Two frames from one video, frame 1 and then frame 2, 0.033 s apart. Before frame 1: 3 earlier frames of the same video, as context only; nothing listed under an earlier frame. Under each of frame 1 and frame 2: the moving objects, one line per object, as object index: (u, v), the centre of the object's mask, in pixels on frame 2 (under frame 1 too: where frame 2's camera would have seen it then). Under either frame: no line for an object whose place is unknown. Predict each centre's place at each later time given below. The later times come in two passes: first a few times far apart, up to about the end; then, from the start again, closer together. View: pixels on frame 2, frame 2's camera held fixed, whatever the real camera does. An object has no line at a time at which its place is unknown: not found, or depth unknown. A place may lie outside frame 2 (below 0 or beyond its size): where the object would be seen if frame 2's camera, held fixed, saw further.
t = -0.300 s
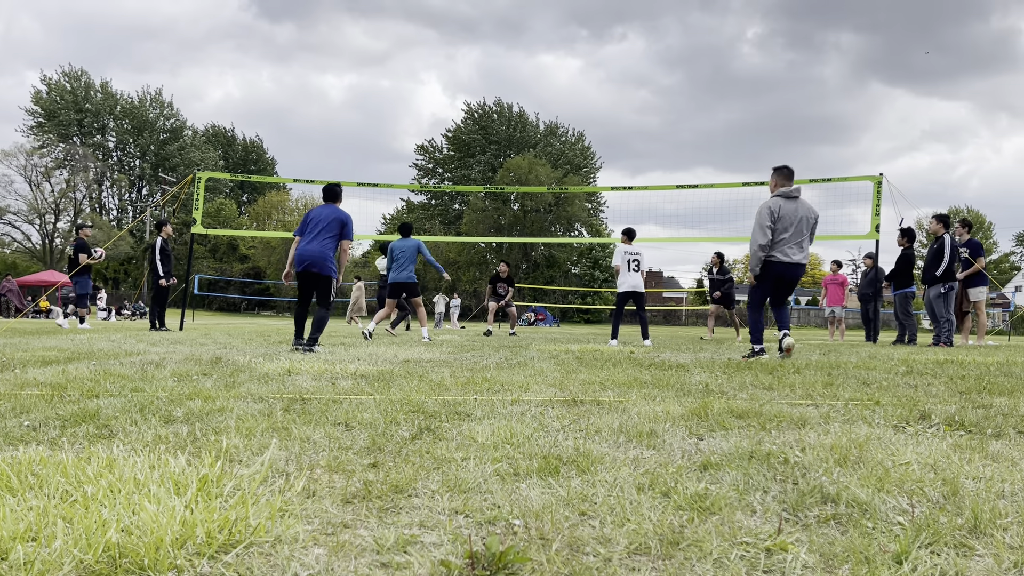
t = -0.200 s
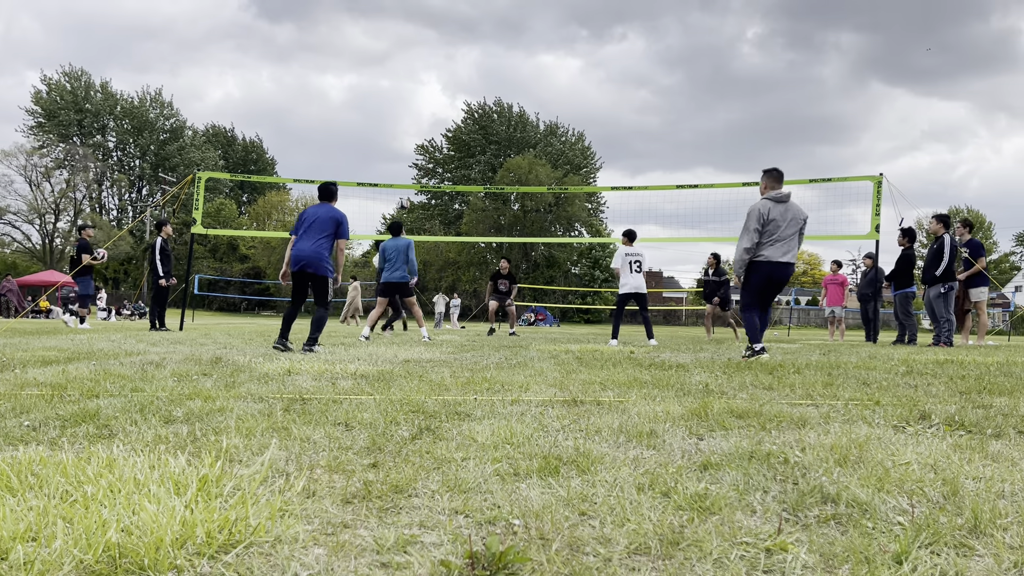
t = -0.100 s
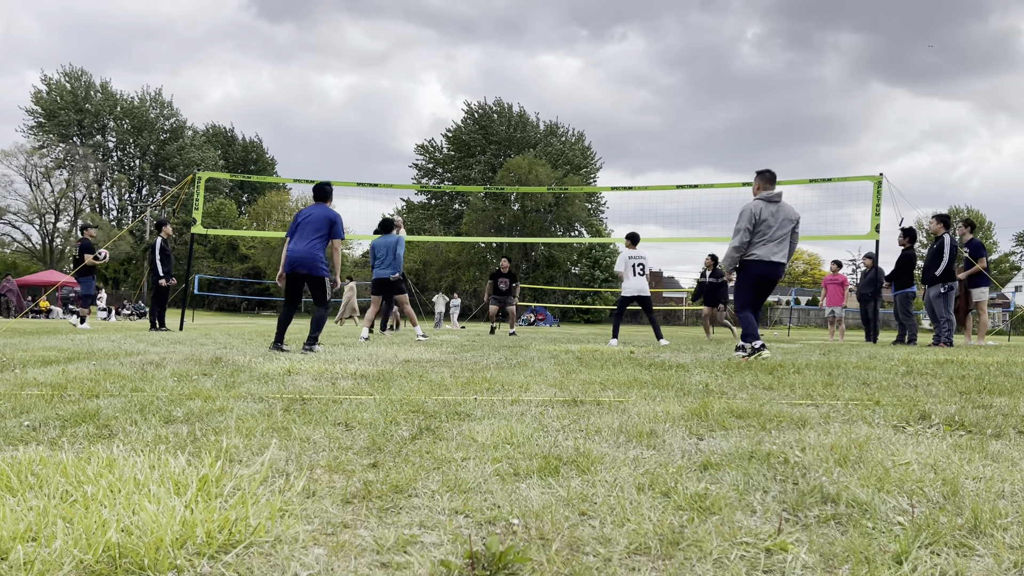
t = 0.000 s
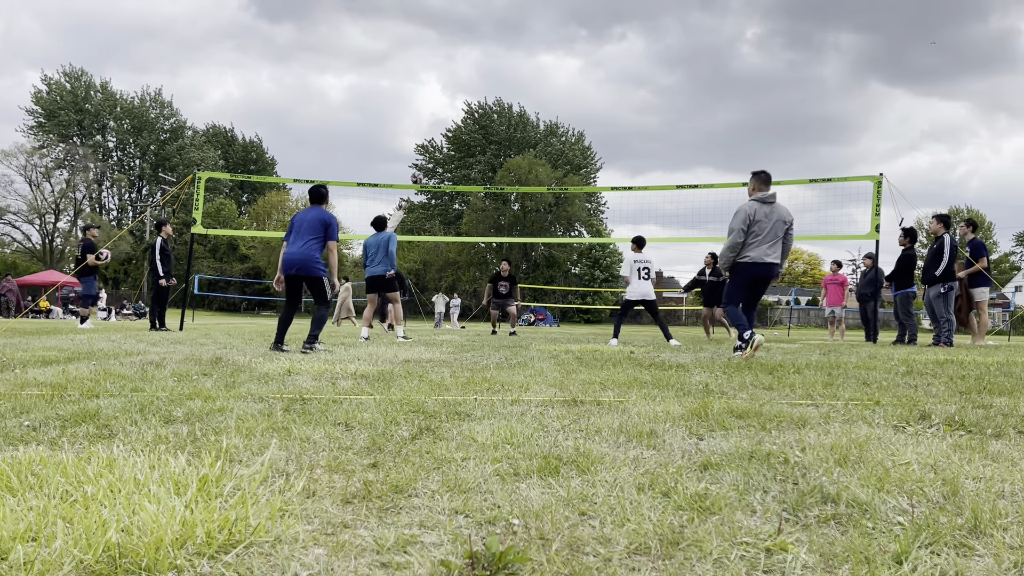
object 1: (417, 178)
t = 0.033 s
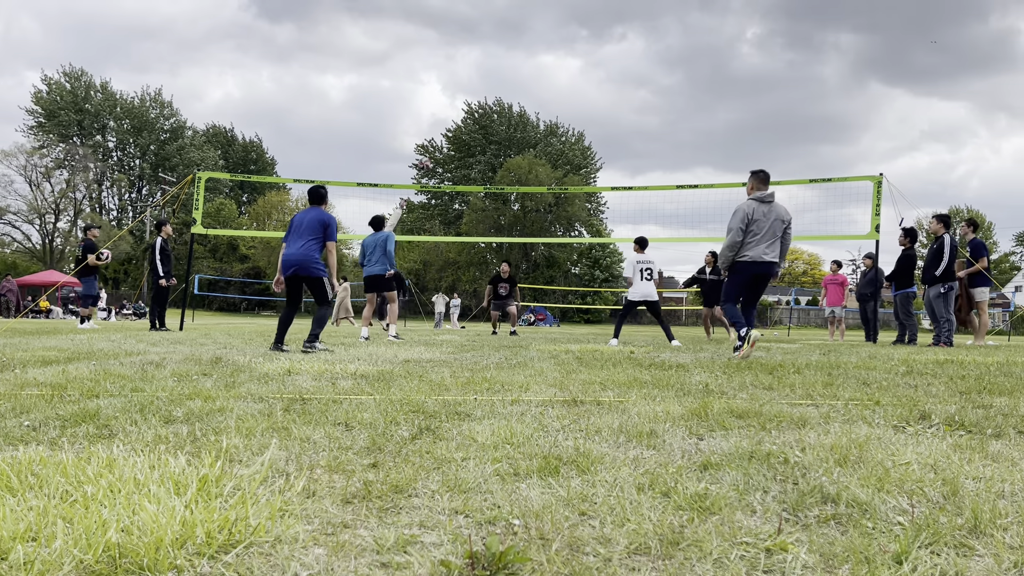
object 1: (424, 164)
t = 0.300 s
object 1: (481, 80)
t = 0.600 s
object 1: (538, 41)
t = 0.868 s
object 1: (583, 51)
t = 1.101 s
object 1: (615, 95)
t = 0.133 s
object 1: (446, 126)
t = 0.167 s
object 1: (453, 115)
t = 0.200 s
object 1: (460, 105)
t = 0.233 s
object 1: (467, 97)
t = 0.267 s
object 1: (474, 87)
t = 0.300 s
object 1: (481, 80)
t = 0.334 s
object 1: (487, 73)
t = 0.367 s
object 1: (494, 66)
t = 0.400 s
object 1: (501, 61)
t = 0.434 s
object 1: (507, 56)
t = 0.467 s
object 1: (514, 51)
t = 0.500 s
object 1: (520, 47)
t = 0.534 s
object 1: (526, 45)
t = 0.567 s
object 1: (532, 42)
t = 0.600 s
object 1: (538, 41)
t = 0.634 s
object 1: (544, 40)
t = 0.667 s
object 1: (550, 39)
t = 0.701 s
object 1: (556, 40)
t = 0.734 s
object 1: (562, 40)
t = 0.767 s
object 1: (567, 42)
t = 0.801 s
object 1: (572, 44)
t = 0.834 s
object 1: (578, 47)
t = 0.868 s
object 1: (583, 51)
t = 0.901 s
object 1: (588, 55)
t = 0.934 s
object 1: (592, 60)
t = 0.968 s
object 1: (597, 66)
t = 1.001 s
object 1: (602, 72)
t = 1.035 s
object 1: (606, 79)
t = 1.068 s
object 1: (611, 87)
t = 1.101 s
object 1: (615, 95)
